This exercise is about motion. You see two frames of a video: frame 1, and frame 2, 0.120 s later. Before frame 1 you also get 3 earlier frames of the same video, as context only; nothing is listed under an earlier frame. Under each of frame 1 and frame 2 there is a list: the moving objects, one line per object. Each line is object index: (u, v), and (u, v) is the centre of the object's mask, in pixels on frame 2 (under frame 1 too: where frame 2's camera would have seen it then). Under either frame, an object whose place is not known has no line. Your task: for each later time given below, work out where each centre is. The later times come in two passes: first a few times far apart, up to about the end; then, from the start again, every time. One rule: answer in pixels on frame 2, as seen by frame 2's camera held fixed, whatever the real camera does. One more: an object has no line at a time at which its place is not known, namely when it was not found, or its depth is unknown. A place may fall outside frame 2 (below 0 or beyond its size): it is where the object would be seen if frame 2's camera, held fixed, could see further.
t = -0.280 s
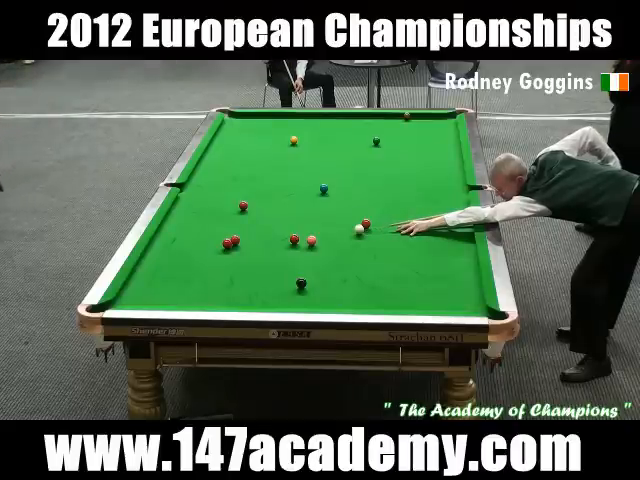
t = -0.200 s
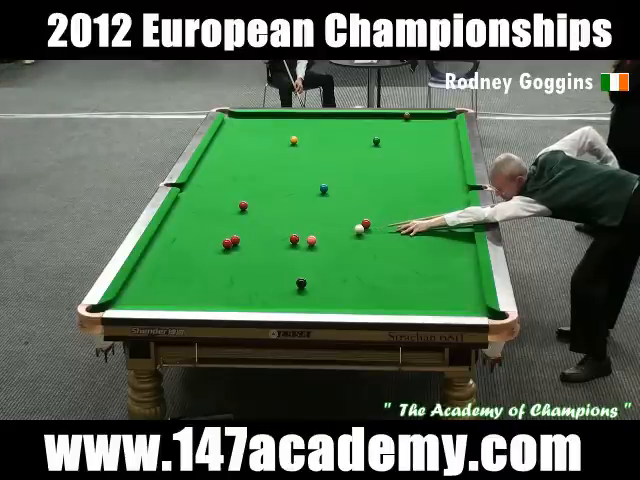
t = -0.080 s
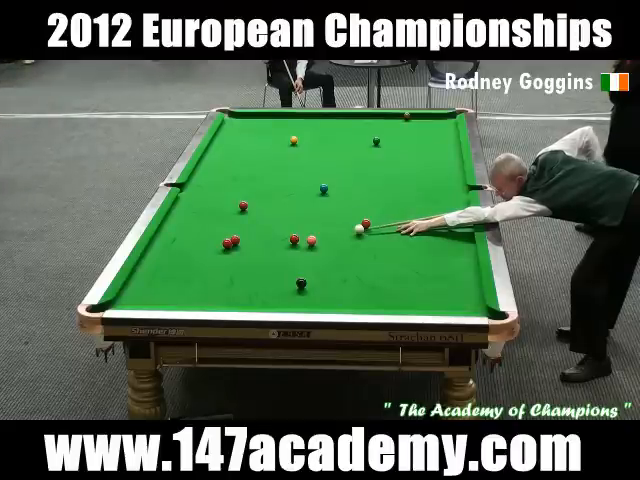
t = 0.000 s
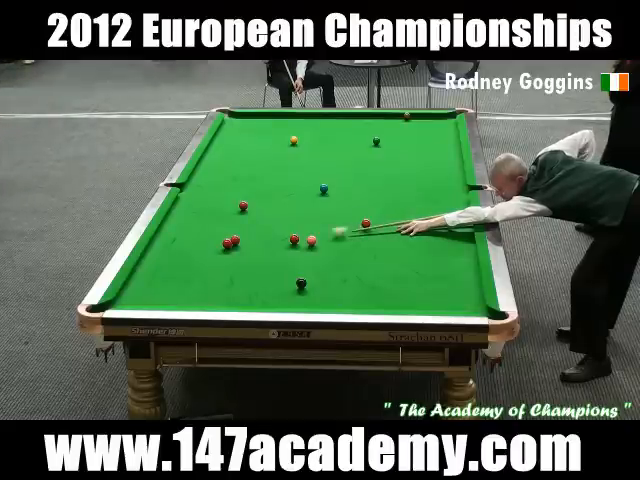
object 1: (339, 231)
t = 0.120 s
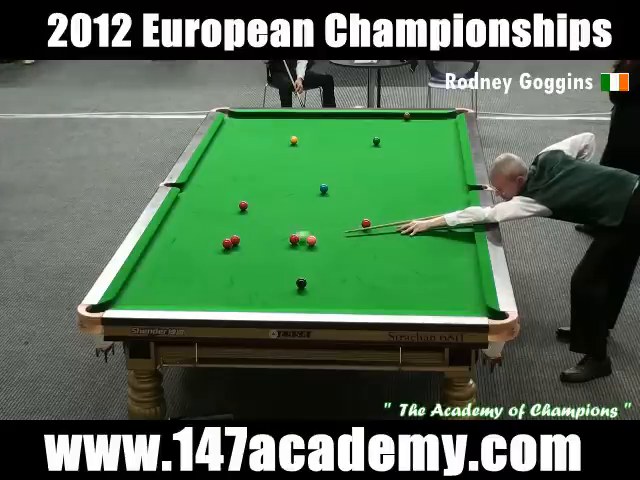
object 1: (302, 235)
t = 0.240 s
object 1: (290, 233)
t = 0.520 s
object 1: (271, 227)
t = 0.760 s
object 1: (256, 222)
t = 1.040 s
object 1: (239, 217)
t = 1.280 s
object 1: (226, 213)
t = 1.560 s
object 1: (211, 208)
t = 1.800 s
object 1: (200, 204)
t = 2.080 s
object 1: (187, 200)
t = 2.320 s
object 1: (182, 198)
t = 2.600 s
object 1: (191, 195)
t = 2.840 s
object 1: (198, 193)
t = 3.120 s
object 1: (206, 192)
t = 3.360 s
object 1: (212, 190)
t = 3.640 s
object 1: (217, 189)
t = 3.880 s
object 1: (221, 188)
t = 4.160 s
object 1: (225, 187)
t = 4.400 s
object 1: (227, 187)
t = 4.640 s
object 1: (229, 186)
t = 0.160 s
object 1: (296, 235)
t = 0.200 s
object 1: (293, 234)
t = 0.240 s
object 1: (290, 233)
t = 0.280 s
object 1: (287, 232)
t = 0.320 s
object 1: (284, 231)
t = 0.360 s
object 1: (282, 230)
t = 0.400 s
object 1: (279, 229)
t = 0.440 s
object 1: (276, 229)
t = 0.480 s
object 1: (274, 228)
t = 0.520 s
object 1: (271, 227)
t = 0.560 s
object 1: (268, 226)
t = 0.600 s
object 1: (266, 225)
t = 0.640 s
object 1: (263, 224)
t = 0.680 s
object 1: (261, 224)
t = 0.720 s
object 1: (258, 223)
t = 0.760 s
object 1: (256, 222)
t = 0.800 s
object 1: (253, 221)
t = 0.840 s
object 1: (251, 220)
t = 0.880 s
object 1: (249, 220)
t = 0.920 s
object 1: (246, 219)
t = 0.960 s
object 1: (244, 218)
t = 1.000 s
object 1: (242, 218)
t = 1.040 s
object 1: (239, 217)
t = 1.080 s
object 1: (237, 216)
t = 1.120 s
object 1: (235, 215)
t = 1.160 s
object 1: (233, 214)
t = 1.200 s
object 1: (230, 213)
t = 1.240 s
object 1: (228, 213)
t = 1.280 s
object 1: (226, 213)
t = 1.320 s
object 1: (224, 212)
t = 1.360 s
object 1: (221, 211)
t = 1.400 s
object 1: (219, 210)
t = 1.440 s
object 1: (217, 210)
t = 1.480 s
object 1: (215, 209)
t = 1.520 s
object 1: (213, 208)
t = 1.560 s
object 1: (211, 208)
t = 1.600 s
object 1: (209, 207)
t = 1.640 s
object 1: (207, 207)
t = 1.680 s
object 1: (206, 206)
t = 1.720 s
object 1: (203, 205)
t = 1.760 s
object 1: (202, 205)
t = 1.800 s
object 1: (200, 204)
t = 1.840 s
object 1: (198, 204)
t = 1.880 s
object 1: (196, 203)
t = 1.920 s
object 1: (194, 203)
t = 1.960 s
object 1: (192, 202)
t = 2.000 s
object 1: (191, 202)
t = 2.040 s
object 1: (189, 201)
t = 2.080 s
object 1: (187, 200)
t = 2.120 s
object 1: (186, 200)
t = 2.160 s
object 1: (184, 199)
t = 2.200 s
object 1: (182, 199)
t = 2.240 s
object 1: (181, 198)
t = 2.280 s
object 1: (180, 198)
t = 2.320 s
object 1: (182, 198)
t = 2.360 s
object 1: (183, 197)
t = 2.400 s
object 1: (184, 197)
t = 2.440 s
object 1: (186, 196)
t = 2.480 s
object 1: (187, 196)
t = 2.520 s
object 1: (188, 196)
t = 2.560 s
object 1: (190, 196)
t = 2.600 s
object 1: (191, 195)
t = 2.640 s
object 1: (192, 195)
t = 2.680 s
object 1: (193, 194)
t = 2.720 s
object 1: (195, 194)
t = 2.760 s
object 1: (196, 194)
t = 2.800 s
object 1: (197, 194)
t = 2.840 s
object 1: (198, 193)
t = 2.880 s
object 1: (200, 193)
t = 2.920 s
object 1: (201, 193)
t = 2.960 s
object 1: (202, 193)
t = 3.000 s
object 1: (203, 192)
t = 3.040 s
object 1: (204, 192)
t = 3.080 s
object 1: (205, 192)
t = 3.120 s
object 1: (206, 192)
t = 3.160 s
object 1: (207, 191)
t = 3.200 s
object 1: (208, 191)
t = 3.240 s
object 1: (209, 191)
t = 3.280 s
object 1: (210, 191)
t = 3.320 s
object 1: (211, 190)
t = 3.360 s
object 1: (212, 190)
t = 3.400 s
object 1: (212, 190)
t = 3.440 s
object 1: (213, 190)
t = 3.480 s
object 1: (214, 190)
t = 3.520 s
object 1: (215, 190)
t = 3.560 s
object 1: (215, 189)
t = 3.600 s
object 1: (216, 189)
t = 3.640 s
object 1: (217, 189)
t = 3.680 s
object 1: (218, 188)
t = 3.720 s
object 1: (218, 188)
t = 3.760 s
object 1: (219, 188)
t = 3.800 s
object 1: (219, 188)
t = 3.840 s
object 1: (220, 188)
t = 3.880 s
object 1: (221, 188)
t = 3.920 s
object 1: (221, 188)
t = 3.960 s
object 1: (222, 187)
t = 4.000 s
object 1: (222, 187)
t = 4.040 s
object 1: (223, 187)
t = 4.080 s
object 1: (223, 187)
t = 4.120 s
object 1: (224, 187)
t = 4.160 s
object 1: (225, 187)
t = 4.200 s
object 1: (225, 187)
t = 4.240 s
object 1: (225, 187)
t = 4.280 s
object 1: (226, 187)
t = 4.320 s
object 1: (226, 187)
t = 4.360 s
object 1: (227, 187)
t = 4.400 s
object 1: (227, 187)
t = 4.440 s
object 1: (227, 187)
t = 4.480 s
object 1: (228, 187)
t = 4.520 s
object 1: (228, 186)
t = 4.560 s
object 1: (228, 186)
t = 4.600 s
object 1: (229, 186)
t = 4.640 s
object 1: (229, 186)
